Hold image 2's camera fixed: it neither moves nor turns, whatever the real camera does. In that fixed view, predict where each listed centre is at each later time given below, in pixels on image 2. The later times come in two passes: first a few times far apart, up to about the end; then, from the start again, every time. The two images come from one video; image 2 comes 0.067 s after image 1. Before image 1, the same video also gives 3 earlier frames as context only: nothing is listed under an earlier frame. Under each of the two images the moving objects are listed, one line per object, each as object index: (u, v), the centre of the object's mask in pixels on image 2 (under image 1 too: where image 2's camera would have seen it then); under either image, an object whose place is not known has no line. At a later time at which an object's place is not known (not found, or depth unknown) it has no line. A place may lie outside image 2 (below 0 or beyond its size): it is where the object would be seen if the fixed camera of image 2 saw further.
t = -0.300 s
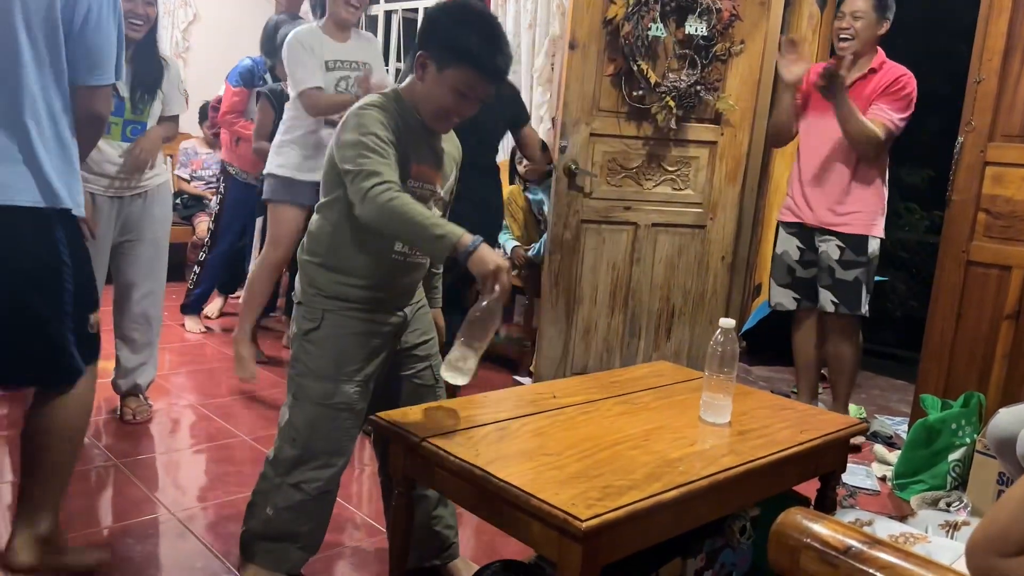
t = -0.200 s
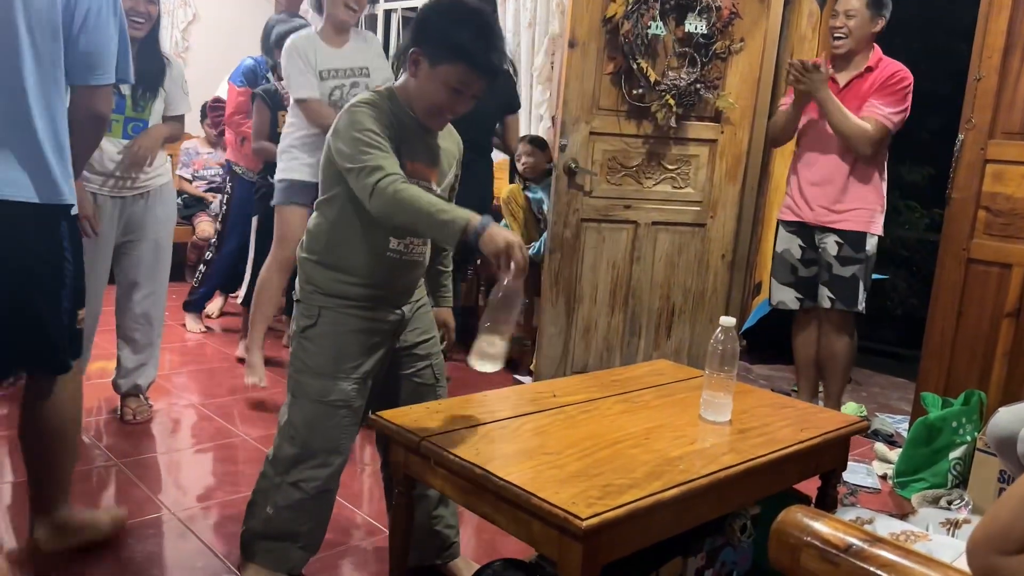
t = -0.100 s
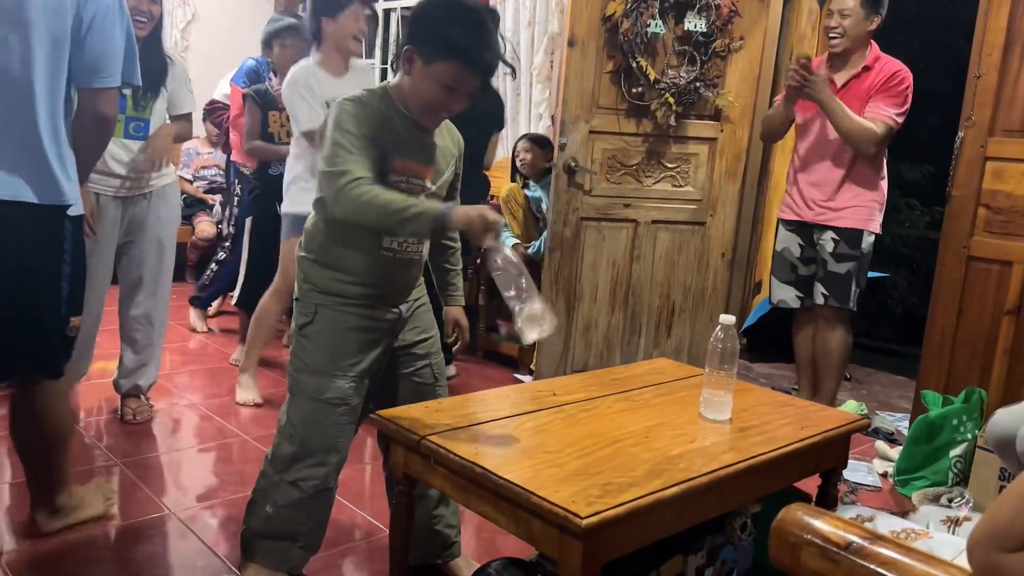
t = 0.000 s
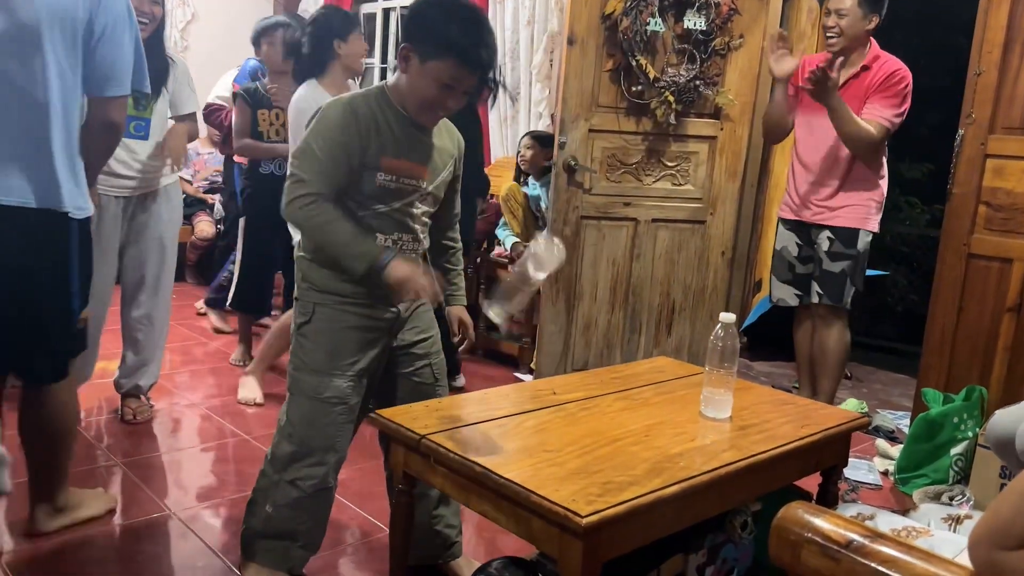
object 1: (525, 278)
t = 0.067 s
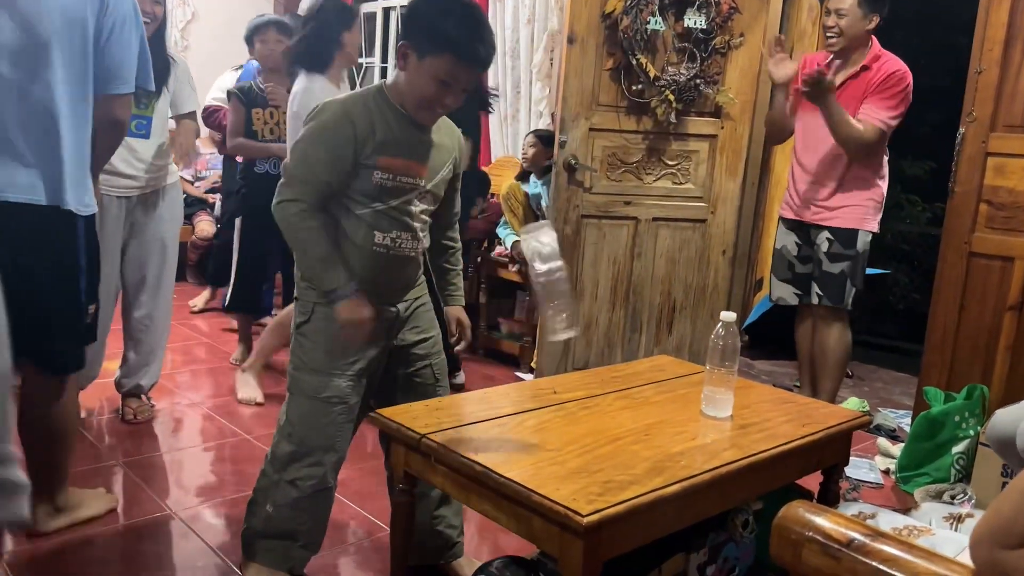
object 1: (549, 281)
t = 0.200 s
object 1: (549, 293)
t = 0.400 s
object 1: (528, 376)
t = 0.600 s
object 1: (539, 376)
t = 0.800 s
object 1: (538, 377)
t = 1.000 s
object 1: (538, 377)
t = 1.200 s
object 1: (538, 377)
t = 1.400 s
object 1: (538, 377)
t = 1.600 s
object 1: (538, 377)
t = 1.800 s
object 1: (538, 377)
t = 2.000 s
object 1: (537, 377)
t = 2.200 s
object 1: (537, 377)
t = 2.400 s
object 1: (537, 377)
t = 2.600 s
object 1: (537, 377)
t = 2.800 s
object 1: (537, 377)
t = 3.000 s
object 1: (537, 377)
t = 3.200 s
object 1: (536, 377)
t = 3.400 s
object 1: (536, 377)
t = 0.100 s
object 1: (557, 275)
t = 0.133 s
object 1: (561, 273)
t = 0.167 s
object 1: (555, 278)
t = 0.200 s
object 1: (549, 293)
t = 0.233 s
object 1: (542, 317)
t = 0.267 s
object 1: (538, 346)
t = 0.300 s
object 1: (533, 380)
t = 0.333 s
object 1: (532, 378)
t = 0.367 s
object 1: (531, 377)
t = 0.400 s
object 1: (528, 376)
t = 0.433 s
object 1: (528, 376)
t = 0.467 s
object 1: (529, 375)
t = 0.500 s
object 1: (530, 375)
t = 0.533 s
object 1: (532, 375)
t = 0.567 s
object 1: (537, 376)
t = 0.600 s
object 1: (539, 376)
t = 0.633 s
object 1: (539, 376)
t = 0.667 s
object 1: (537, 376)
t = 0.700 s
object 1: (536, 376)
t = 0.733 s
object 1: (536, 376)
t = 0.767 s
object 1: (538, 377)
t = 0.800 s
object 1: (538, 377)
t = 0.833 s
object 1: (537, 377)
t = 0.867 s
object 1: (537, 377)
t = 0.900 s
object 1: (538, 377)
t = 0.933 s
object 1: (538, 377)
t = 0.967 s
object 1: (537, 377)
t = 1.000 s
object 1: (538, 377)
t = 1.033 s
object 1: (538, 377)
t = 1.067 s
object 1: (538, 377)
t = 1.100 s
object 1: (538, 377)
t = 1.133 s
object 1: (538, 377)
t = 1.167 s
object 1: (537, 377)
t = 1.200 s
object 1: (538, 377)
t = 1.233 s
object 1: (538, 377)
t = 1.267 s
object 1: (537, 377)
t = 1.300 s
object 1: (538, 377)
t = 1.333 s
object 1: (538, 377)
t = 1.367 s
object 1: (537, 377)
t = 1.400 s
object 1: (538, 377)
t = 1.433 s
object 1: (538, 377)
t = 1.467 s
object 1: (538, 377)
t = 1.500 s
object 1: (538, 377)
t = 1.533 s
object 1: (538, 377)
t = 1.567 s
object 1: (537, 377)
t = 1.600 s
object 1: (538, 377)
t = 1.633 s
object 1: (538, 377)
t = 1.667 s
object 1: (538, 377)
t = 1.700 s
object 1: (538, 377)
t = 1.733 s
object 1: (538, 377)
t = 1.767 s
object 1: (537, 377)
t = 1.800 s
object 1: (538, 377)
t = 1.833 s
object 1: (538, 377)
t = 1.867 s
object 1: (537, 377)
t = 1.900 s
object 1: (537, 377)
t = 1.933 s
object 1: (537, 377)
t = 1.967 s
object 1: (537, 377)
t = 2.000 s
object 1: (537, 377)
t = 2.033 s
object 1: (537, 377)
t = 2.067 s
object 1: (537, 377)
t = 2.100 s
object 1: (537, 377)
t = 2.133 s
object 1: (537, 377)
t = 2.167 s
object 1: (537, 377)
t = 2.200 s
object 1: (537, 377)
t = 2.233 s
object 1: (537, 377)
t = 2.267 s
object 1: (537, 377)
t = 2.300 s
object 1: (537, 377)
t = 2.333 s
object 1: (537, 377)
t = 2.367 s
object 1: (537, 377)
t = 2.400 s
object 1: (537, 377)
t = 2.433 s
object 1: (537, 377)
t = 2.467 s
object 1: (537, 377)
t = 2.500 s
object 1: (537, 377)
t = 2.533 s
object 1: (537, 377)
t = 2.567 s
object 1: (537, 377)
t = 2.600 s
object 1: (537, 377)
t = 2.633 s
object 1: (537, 377)
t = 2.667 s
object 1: (537, 377)
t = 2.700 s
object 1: (537, 377)
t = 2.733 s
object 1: (537, 377)
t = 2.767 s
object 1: (537, 377)
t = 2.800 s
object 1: (537, 377)
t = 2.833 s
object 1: (537, 377)
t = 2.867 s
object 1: (537, 377)
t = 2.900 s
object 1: (537, 377)
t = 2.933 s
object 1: (537, 377)
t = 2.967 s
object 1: (537, 377)
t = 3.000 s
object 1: (537, 377)
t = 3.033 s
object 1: (537, 377)
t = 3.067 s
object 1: (537, 377)
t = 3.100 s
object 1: (537, 377)
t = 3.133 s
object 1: (536, 377)
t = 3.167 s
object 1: (536, 377)
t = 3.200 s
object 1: (536, 377)
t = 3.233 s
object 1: (536, 377)
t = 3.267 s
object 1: (536, 377)
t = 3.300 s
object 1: (536, 377)
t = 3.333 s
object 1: (536, 376)
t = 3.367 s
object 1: (536, 376)
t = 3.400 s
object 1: (536, 377)
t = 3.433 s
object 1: (536, 377)
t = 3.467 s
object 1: (536, 377)
